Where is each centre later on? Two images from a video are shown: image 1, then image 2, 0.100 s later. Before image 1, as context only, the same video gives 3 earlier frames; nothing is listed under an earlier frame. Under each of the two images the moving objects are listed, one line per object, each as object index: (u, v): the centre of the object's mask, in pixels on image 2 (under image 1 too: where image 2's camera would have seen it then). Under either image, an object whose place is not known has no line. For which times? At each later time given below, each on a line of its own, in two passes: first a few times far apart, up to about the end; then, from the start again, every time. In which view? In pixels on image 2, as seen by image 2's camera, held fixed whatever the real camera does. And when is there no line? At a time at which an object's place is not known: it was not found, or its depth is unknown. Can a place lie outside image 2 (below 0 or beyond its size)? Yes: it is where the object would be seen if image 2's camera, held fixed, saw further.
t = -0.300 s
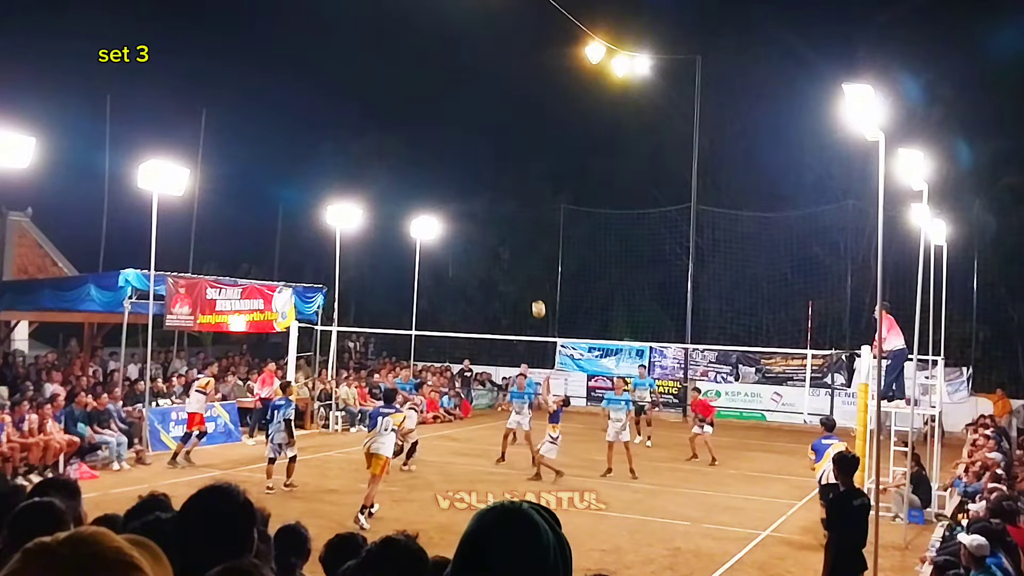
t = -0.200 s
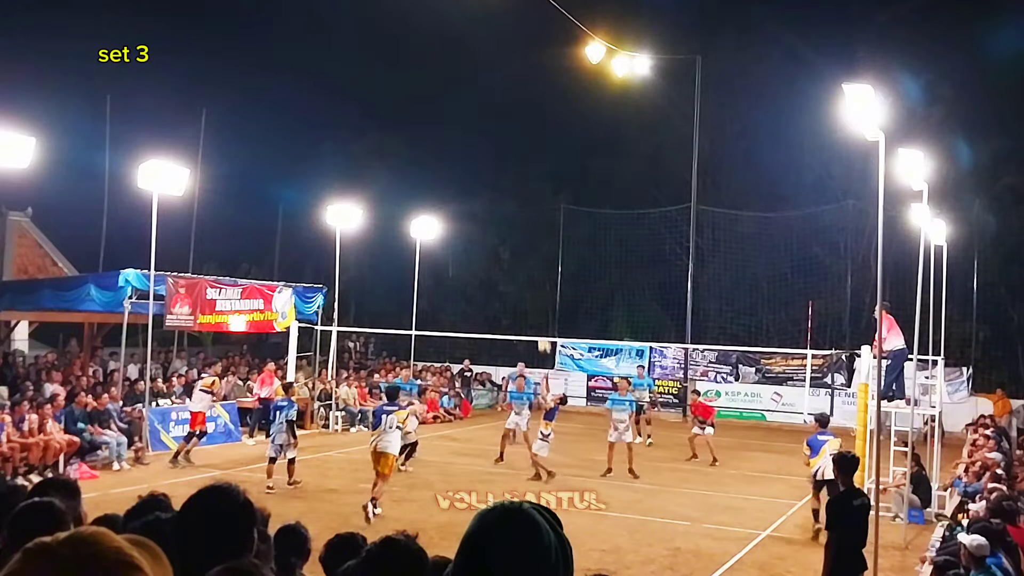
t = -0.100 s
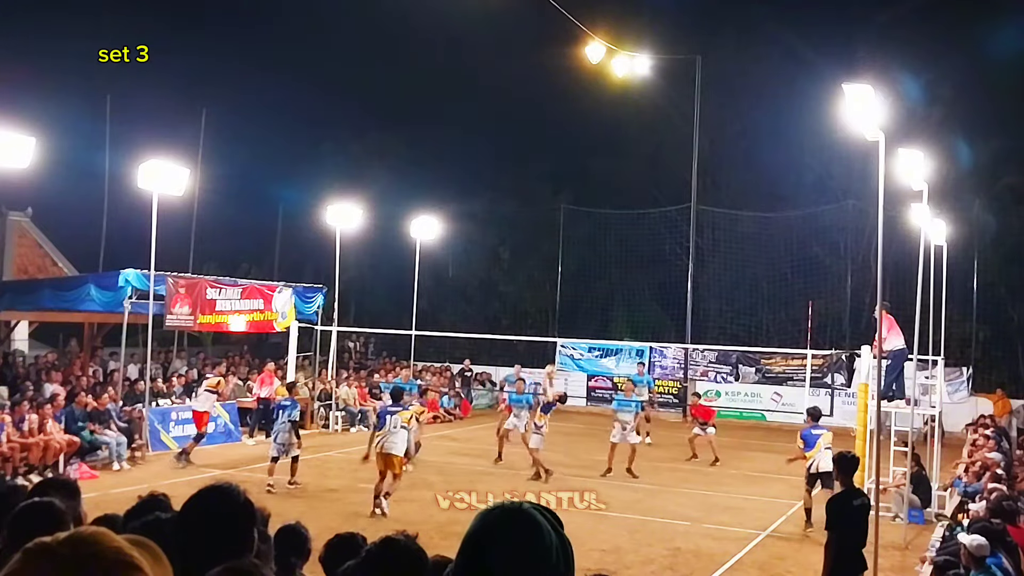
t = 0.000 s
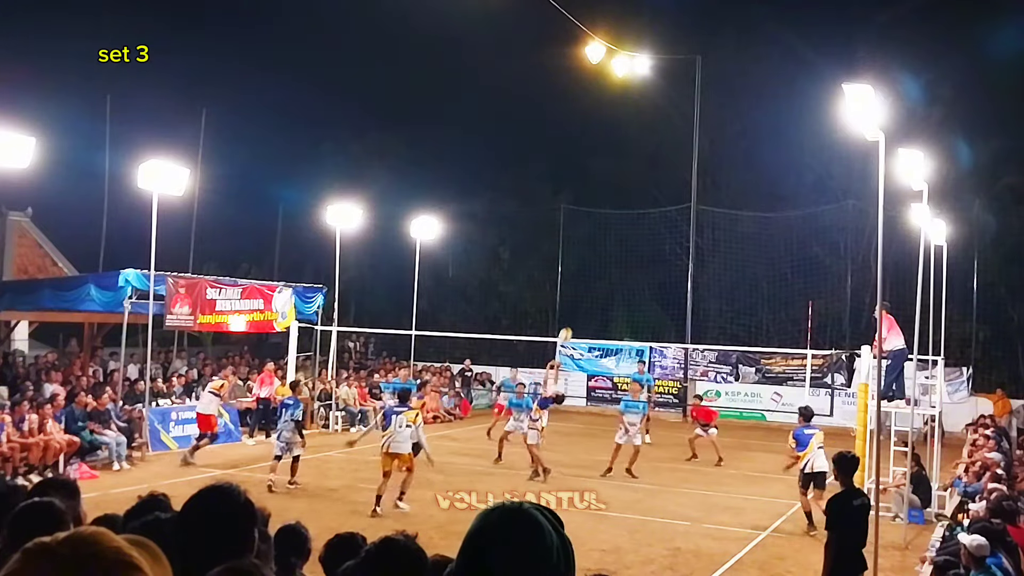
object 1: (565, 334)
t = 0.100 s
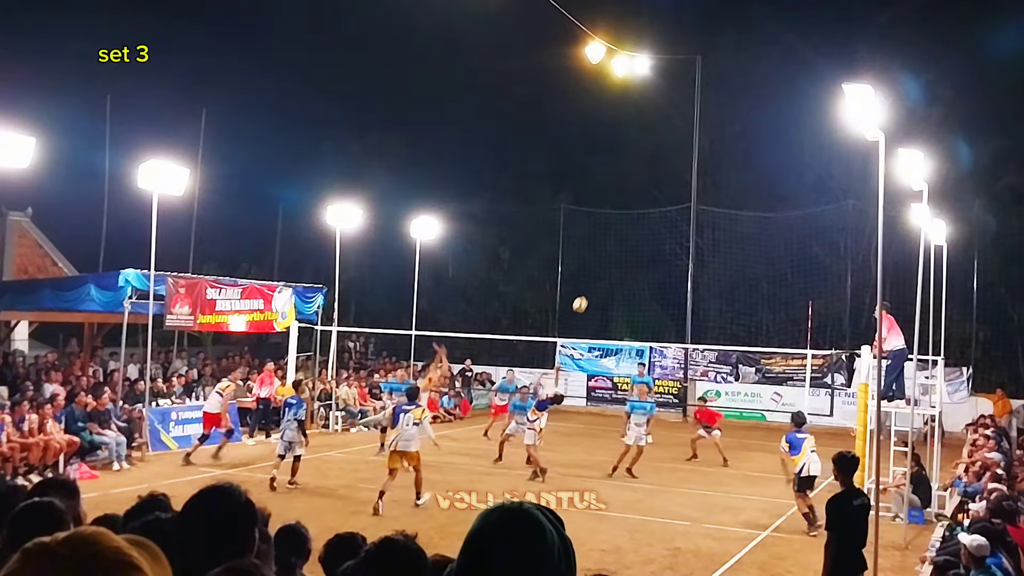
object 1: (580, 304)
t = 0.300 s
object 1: (608, 260)
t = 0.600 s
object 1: (649, 239)
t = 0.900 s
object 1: (687, 270)
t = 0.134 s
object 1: (585, 295)
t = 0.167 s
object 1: (589, 287)
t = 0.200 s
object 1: (594, 279)
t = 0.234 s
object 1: (599, 272)
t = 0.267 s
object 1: (603, 266)
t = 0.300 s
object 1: (608, 260)
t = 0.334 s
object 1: (613, 255)
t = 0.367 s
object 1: (617, 251)
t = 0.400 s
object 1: (622, 247)
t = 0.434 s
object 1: (626, 244)
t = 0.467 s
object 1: (631, 242)
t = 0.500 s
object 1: (635, 240)
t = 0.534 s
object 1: (640, 239)
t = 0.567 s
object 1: (644, 239)
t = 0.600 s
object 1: (649, 239)
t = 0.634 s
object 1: (653, 240)
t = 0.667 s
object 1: (657, 241)
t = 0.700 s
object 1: (662, 243)
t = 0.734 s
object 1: (666, 246)
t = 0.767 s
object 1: (670, 249)
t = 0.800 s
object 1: (674, 254)
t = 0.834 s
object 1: (679, 258)
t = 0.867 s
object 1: (683, 264)
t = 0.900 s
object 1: (687, 270)
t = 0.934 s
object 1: (691, 277)
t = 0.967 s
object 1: (696, 284)
